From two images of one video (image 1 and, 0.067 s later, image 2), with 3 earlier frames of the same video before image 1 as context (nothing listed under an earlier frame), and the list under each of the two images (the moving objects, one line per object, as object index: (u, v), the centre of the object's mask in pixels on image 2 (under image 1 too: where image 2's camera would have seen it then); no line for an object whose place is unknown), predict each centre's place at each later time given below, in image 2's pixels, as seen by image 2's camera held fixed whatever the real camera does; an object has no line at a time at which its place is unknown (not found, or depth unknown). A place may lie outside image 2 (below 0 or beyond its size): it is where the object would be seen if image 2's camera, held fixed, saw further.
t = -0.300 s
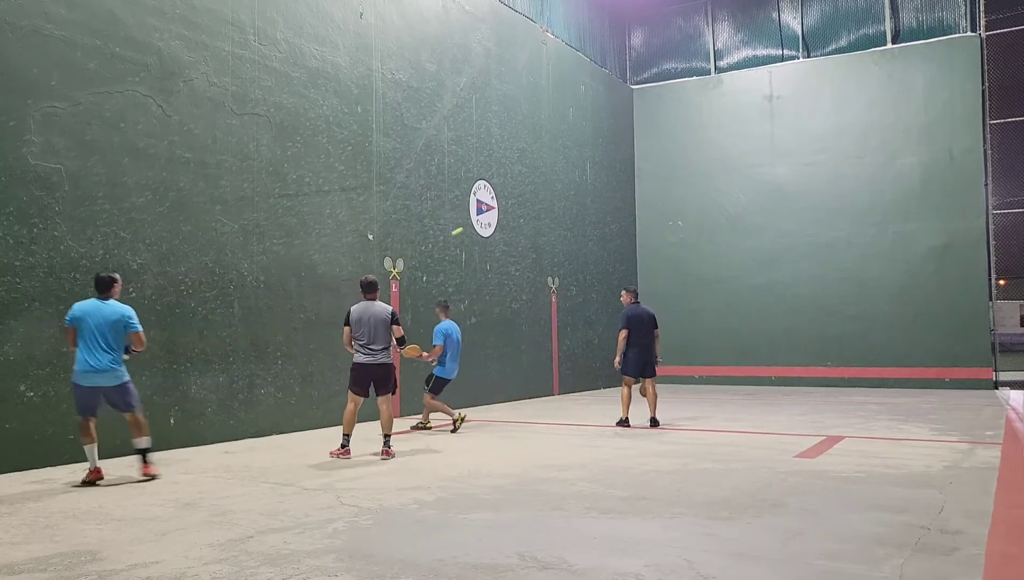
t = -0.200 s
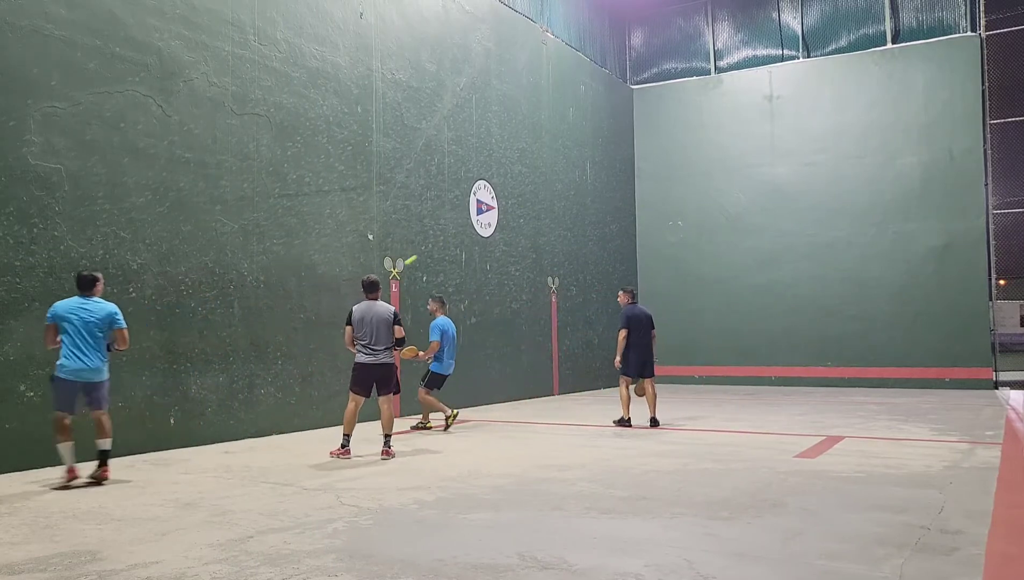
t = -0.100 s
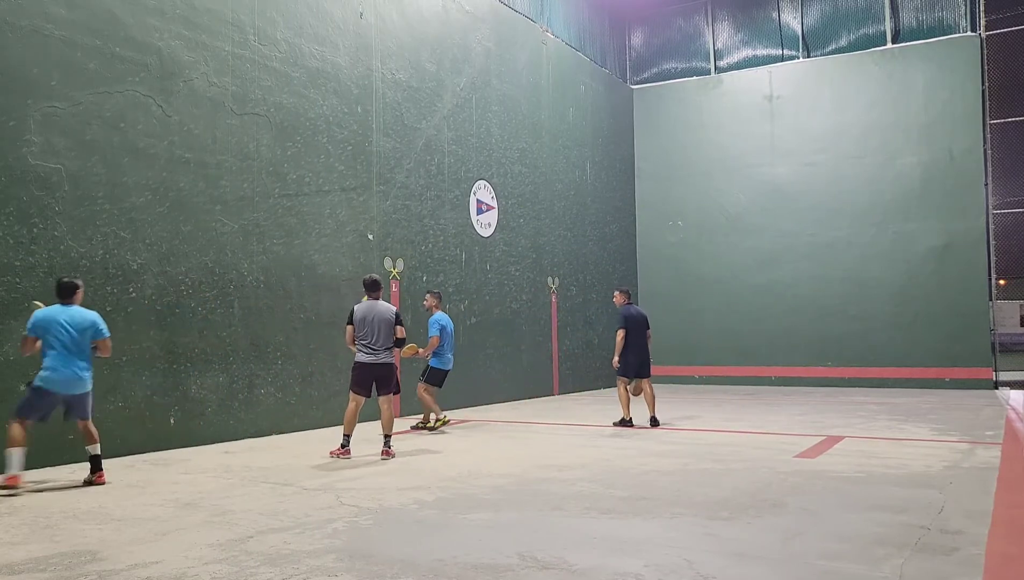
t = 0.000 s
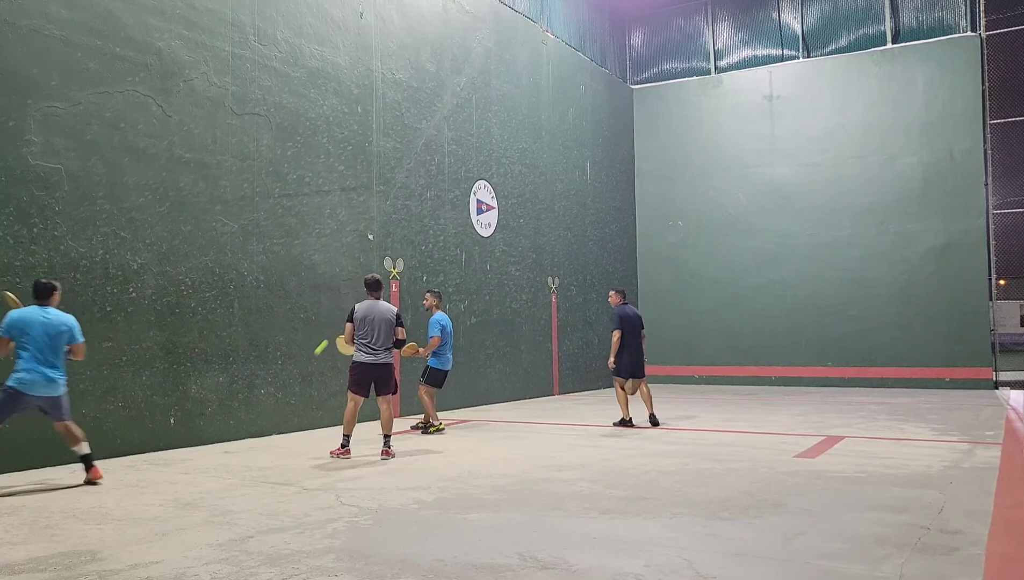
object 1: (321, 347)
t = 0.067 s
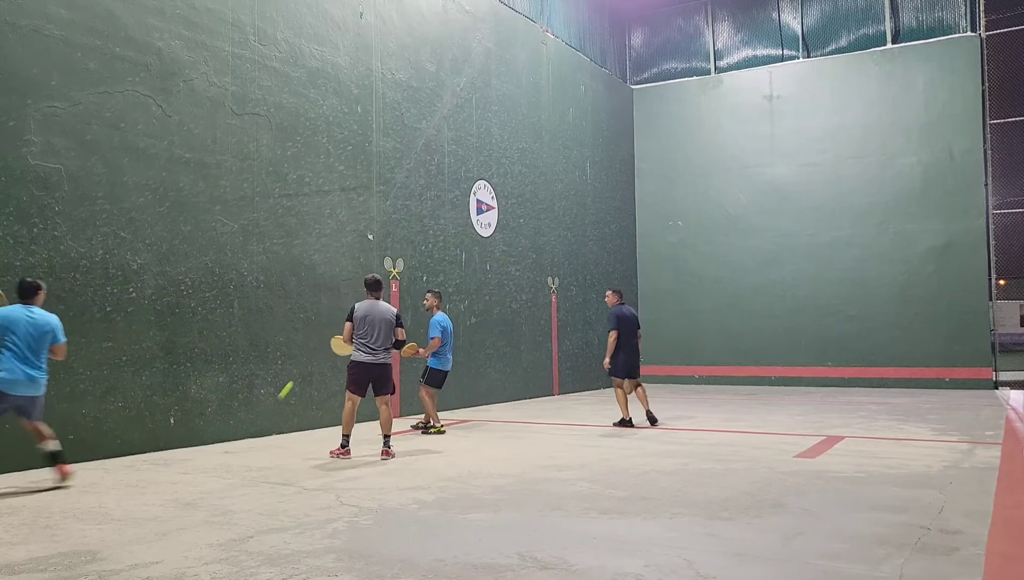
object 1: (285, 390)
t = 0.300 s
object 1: (189, 358)
